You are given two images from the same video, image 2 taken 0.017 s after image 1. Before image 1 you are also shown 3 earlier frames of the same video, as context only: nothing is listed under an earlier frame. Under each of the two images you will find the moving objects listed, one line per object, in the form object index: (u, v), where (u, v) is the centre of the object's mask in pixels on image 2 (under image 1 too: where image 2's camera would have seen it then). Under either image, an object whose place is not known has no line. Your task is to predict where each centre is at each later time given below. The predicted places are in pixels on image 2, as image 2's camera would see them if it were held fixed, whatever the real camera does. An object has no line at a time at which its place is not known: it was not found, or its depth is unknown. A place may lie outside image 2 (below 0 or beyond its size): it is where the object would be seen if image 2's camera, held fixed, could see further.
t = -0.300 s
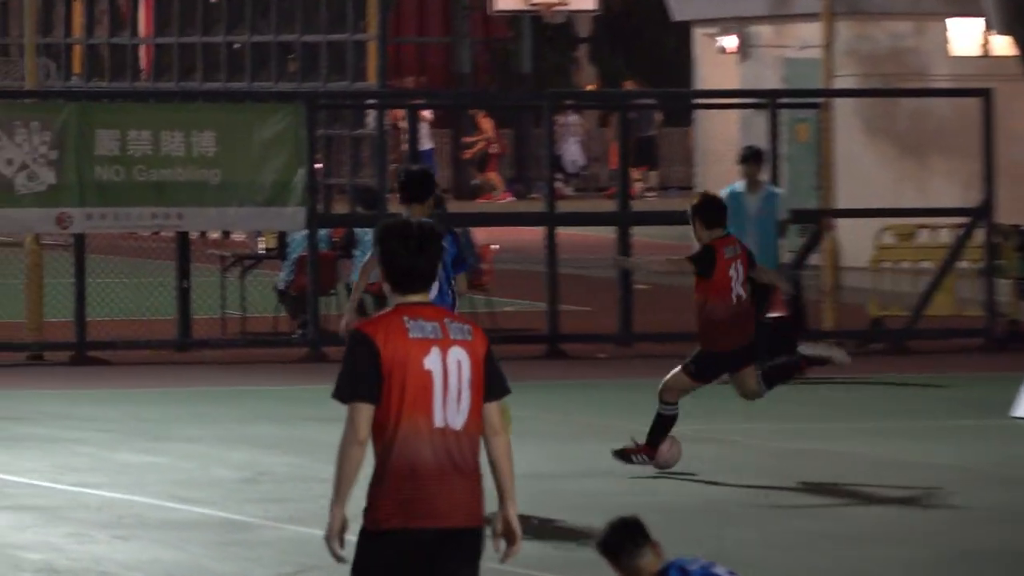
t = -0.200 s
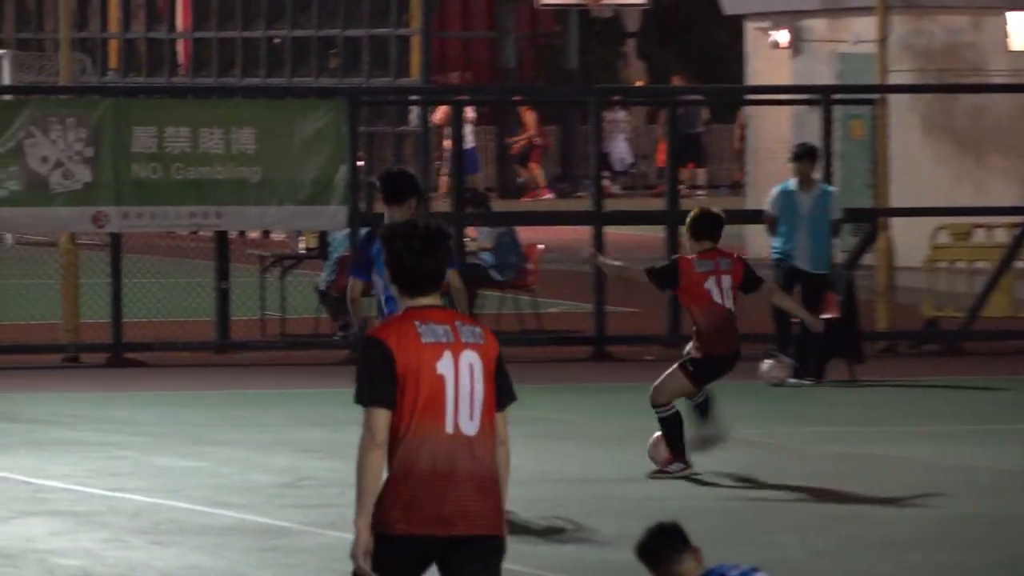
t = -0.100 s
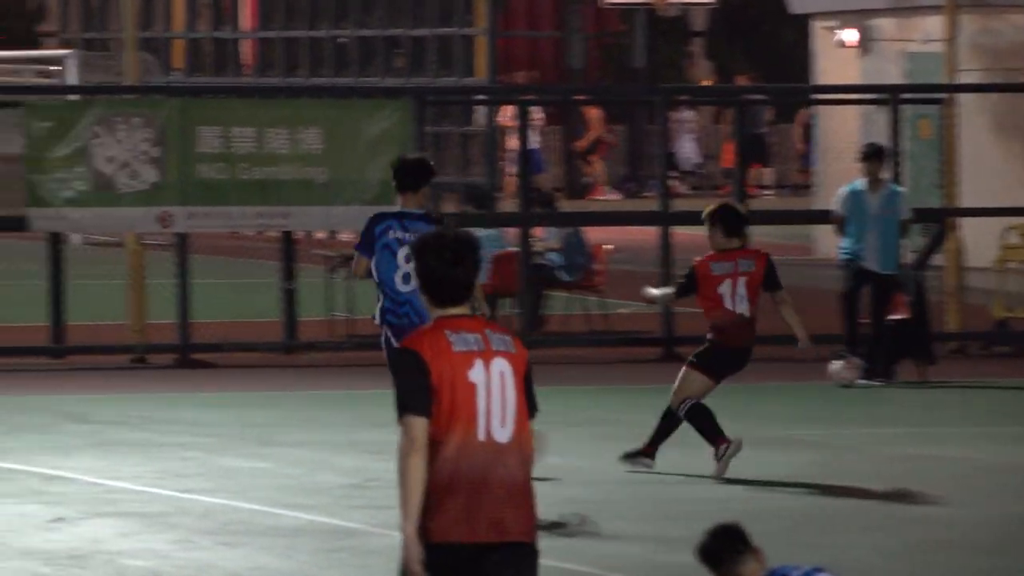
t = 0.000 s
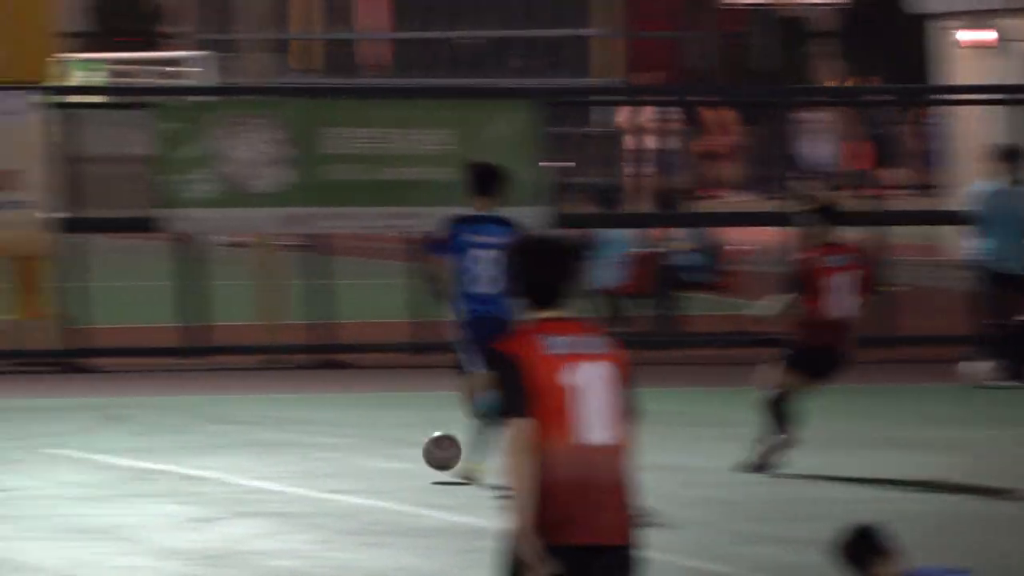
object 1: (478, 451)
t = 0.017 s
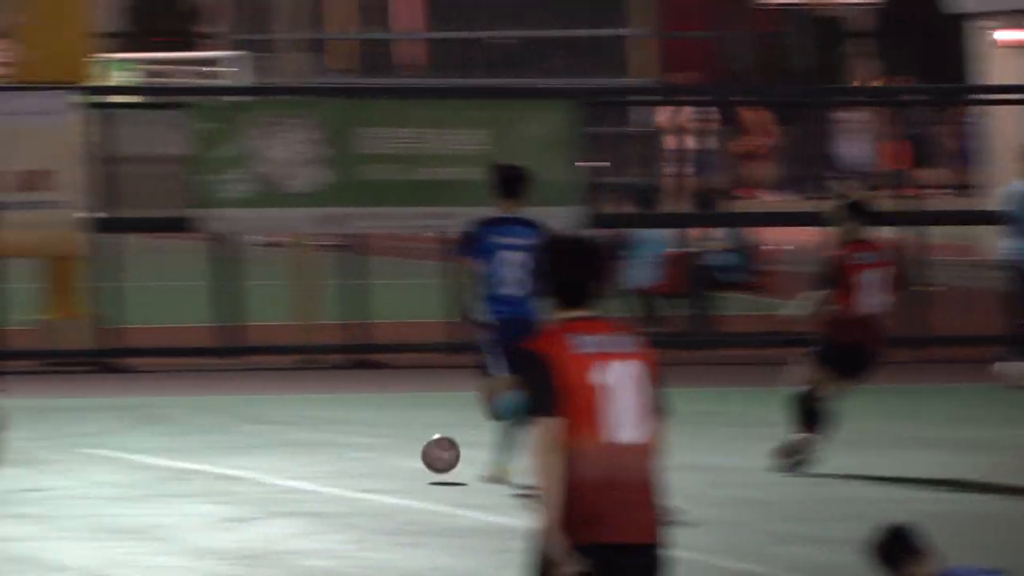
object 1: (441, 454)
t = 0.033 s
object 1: (405, 458)
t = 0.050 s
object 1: (369, 463)
